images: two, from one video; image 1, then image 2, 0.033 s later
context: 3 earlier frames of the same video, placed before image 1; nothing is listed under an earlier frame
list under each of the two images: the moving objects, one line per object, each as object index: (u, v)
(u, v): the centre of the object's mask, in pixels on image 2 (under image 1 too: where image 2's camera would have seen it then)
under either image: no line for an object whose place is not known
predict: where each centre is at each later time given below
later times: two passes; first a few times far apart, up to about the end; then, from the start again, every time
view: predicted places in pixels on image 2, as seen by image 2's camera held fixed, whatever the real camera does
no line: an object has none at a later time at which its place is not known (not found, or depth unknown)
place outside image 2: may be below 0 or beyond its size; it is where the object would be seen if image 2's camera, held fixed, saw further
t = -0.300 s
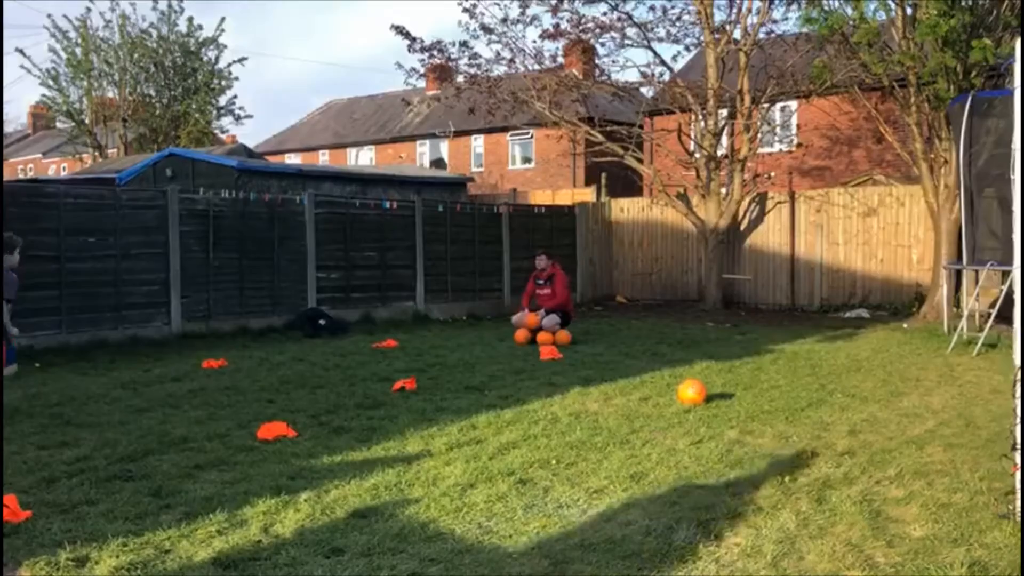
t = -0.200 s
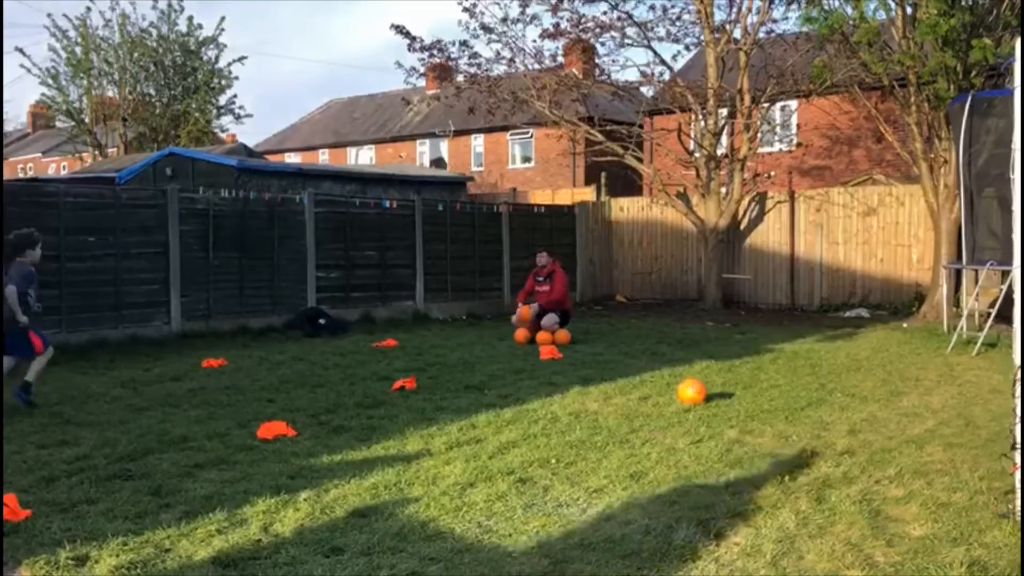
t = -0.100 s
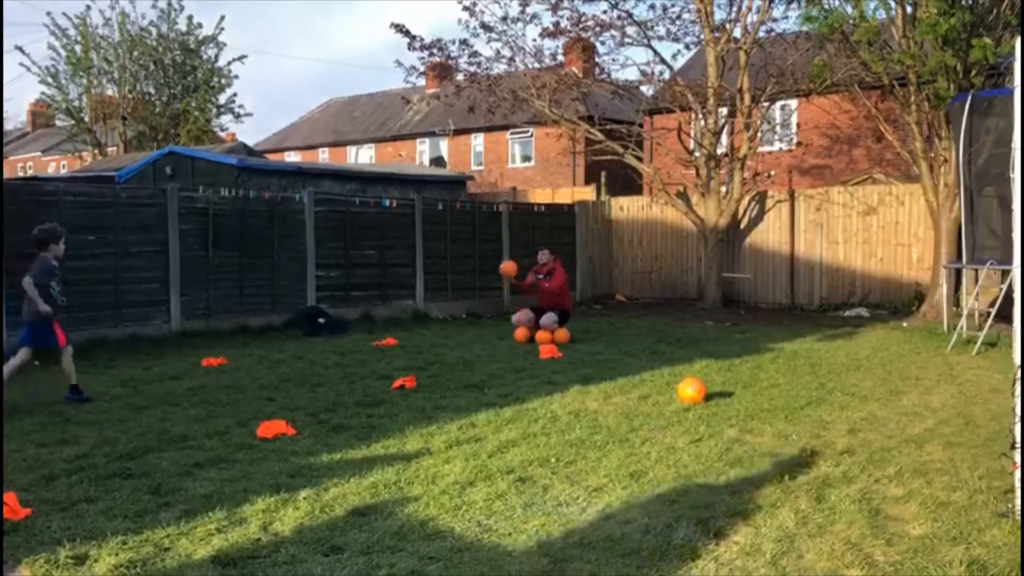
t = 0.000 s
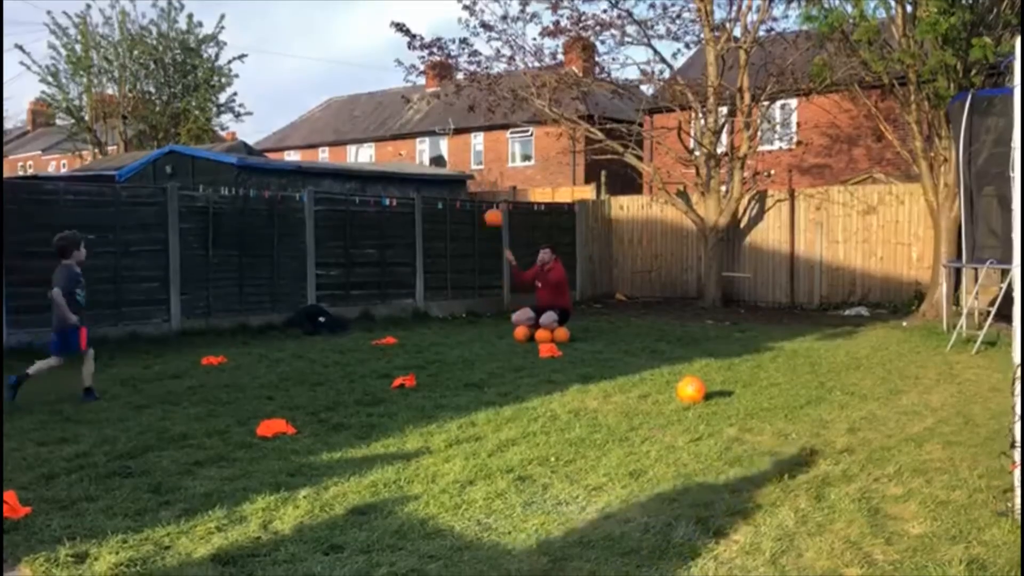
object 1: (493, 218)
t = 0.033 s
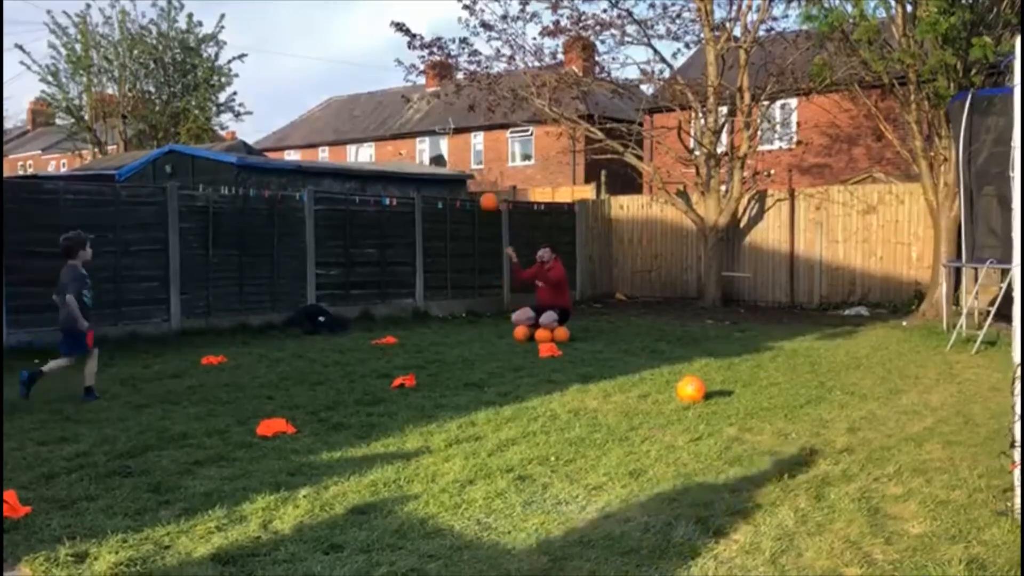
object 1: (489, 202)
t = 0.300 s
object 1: (447, 111)
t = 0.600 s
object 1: (396, 85)
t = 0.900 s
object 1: (340, 156)
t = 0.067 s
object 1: (484, 186)
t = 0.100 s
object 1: (479, 174)
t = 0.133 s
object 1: (474, 162)
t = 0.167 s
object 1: (469, 150)
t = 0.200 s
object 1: (463, 138)
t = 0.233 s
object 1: (458, 128)
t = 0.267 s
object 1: (452, 120)
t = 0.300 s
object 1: (447, 111)
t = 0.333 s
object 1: (442, 104)
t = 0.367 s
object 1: (436, 97)
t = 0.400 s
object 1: (431, 93)
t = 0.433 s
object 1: (425, 89)
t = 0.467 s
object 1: (419, 85)
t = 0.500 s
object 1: (413, 83)
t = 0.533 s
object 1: (407, 83)
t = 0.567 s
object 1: (401, 84)
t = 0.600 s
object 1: (396, 85)
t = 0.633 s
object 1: (389, 88)
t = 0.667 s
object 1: (384, 92)
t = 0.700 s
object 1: (377, 98)
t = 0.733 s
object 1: (371, 104)
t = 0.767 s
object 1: (365, 110)
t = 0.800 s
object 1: (359, 121)
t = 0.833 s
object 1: (352, 130)
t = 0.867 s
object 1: (346, 143)
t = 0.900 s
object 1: (340, 156)
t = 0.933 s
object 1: (334, 170)
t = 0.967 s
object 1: (327, 185)
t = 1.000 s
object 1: (321, 203)
